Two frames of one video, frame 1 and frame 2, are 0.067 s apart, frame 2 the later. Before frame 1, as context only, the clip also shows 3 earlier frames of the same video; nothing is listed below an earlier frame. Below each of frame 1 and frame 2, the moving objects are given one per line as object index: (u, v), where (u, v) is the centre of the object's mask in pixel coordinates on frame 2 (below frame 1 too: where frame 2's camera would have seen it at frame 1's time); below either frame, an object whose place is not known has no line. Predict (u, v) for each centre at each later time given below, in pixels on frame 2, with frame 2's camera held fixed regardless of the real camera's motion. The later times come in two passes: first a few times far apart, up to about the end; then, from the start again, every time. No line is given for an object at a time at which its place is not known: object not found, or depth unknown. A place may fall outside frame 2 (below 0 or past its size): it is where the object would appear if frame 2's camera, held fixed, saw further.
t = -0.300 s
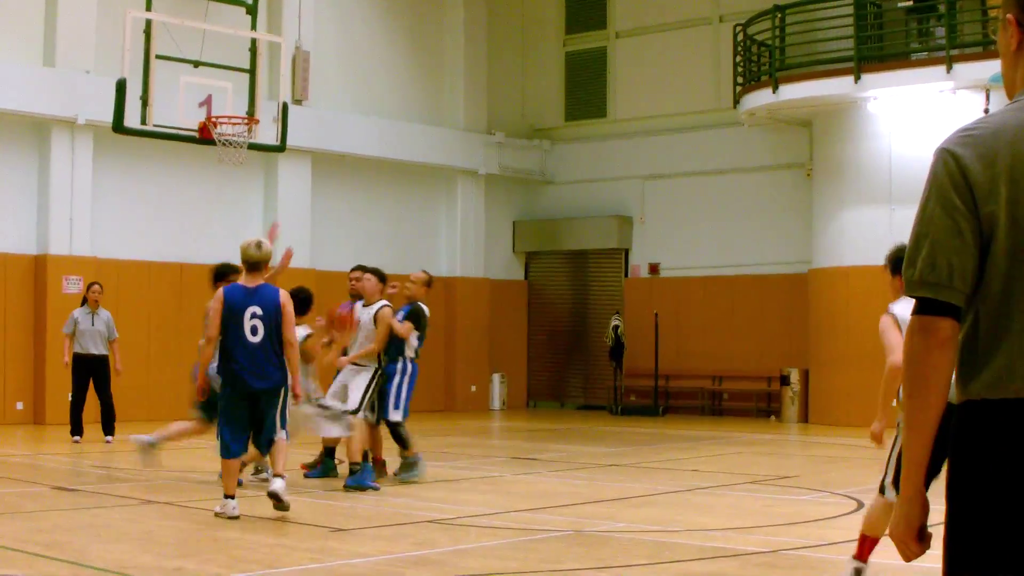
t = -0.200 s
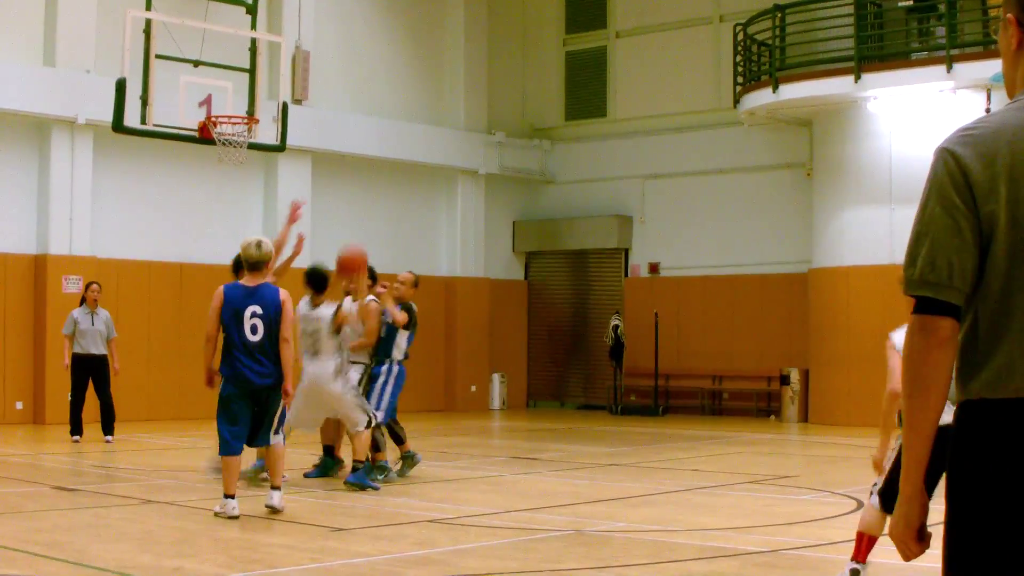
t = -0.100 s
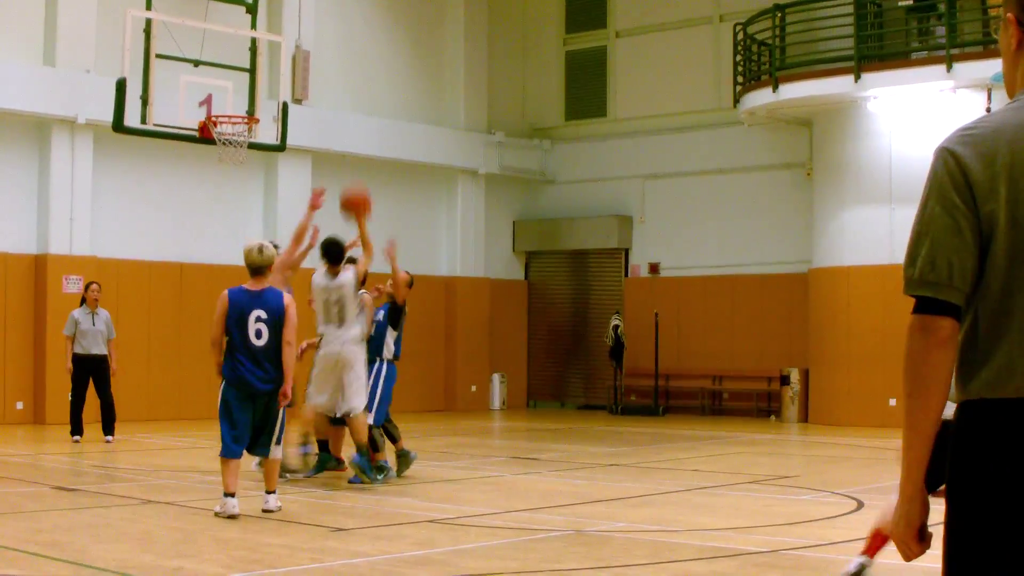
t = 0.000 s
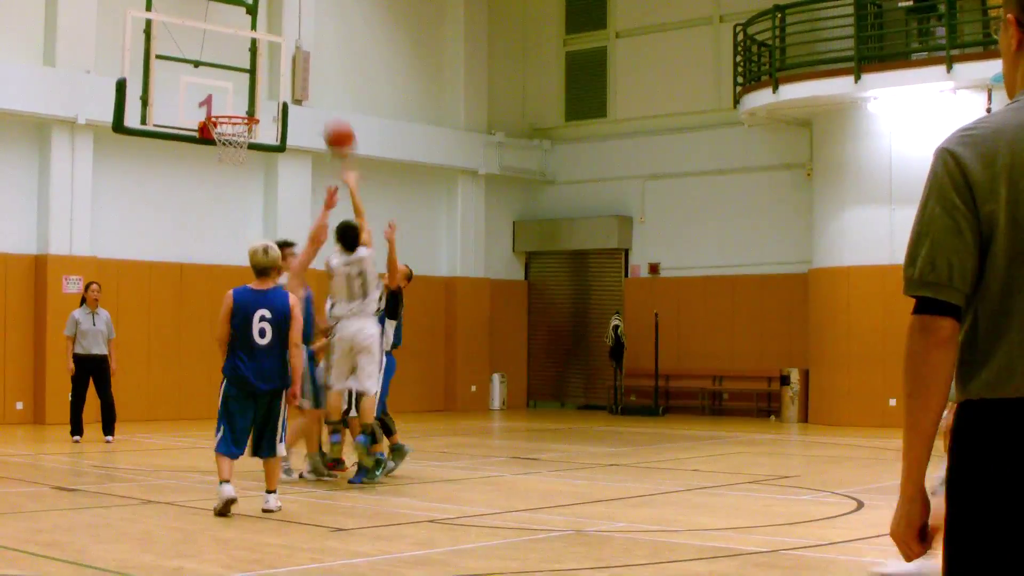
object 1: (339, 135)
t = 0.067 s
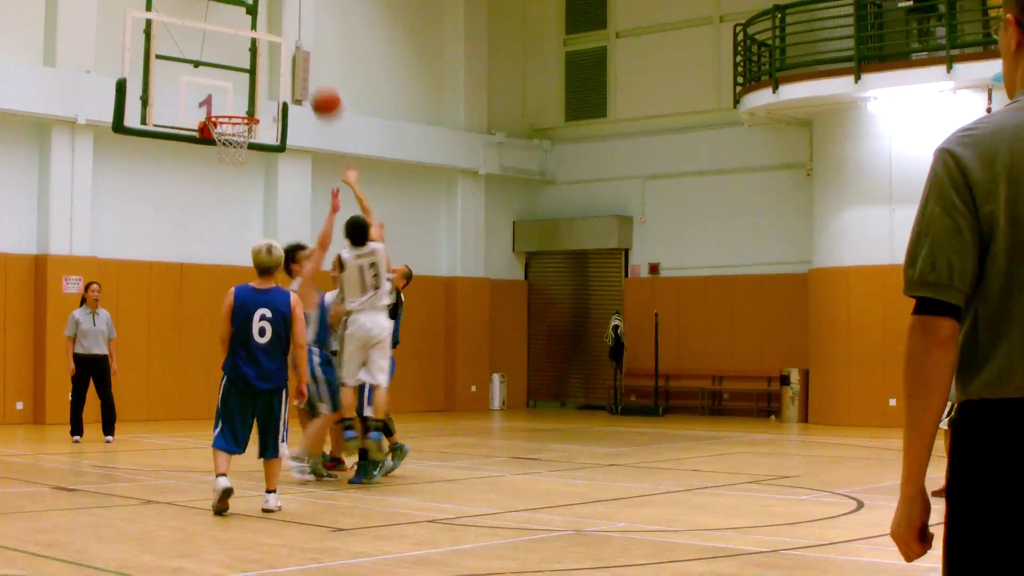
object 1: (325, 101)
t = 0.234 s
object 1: (294, 43)
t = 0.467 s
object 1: (255, 18)
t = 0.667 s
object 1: (222, 45)
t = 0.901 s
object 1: (244, 110)
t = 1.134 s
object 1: (235, 100)
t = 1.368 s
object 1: (258, 103)
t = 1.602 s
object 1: (266, 109)
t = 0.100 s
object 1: (319, 87)
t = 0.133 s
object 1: (312, 74)
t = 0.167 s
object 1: (306, 61)
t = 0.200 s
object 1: (300, 52)
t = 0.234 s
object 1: (294, 43)
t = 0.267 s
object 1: (288, 36)
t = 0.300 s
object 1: (282, 29)
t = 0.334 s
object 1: (276, 24)
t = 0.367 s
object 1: (271, 21)
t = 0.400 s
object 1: (265, 19)
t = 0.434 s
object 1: (260, 18)
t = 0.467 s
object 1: (255, 18)
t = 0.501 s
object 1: (249, 20)
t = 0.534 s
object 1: (244, 23)
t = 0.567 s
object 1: (238, 27)
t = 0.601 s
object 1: (233, 32)
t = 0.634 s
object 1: (227, 38)
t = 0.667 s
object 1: (222, 45)
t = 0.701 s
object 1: (217, 54)
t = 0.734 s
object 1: (212, 63)
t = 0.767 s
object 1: (214, 72)
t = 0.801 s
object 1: (221, 79)
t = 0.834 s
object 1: (228, 89)
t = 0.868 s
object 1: (235, 98)
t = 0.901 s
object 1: (244, 110)
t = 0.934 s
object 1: (238, 112)
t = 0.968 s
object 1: (229, 107)
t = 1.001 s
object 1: (220, 108)
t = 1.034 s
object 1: (221, 106)
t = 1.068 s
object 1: (226, 104)
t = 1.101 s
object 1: (231, 102)
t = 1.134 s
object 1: (235, 100)
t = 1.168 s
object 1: (239, 99)
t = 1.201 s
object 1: (244, 99)
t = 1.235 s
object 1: (249, 101)
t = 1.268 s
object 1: (253, 104)
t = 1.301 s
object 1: (256, 106)
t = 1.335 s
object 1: (257, 104)
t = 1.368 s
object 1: (258, 103)
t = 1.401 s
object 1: (258, 103)
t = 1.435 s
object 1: (259, 104)
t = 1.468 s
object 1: (260, 106)
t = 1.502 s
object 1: (261, 106)
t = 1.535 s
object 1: (263, 106)
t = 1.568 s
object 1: (264, 107)
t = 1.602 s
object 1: (266, 109)
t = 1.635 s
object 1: (269, 110)
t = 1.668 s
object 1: (271, 112)
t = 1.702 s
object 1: (273, 116)
